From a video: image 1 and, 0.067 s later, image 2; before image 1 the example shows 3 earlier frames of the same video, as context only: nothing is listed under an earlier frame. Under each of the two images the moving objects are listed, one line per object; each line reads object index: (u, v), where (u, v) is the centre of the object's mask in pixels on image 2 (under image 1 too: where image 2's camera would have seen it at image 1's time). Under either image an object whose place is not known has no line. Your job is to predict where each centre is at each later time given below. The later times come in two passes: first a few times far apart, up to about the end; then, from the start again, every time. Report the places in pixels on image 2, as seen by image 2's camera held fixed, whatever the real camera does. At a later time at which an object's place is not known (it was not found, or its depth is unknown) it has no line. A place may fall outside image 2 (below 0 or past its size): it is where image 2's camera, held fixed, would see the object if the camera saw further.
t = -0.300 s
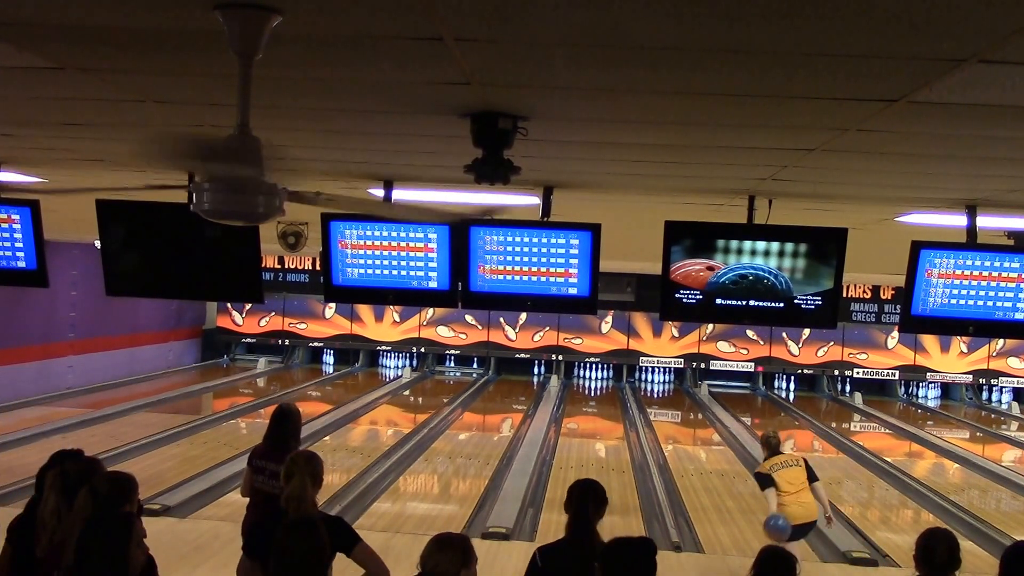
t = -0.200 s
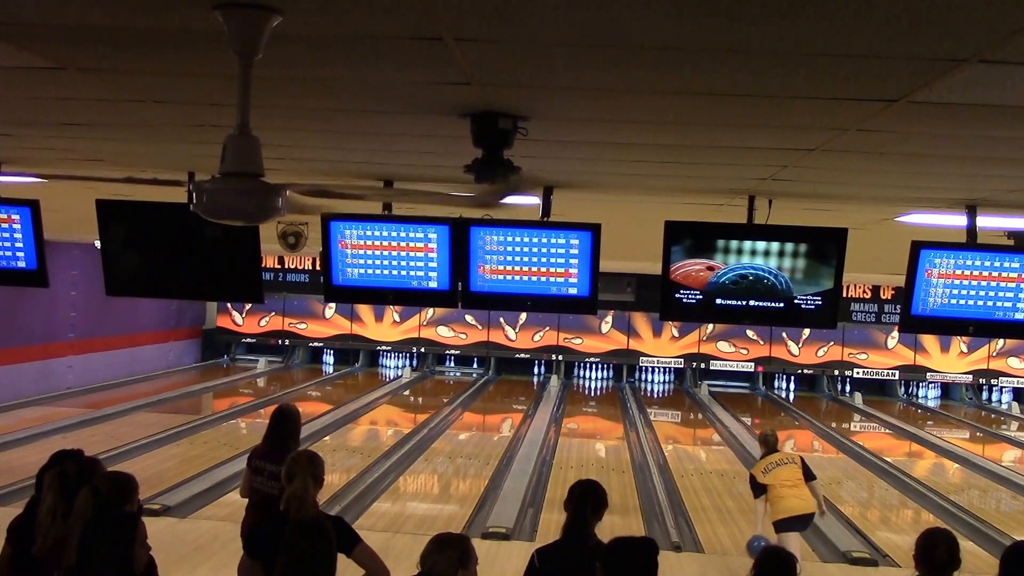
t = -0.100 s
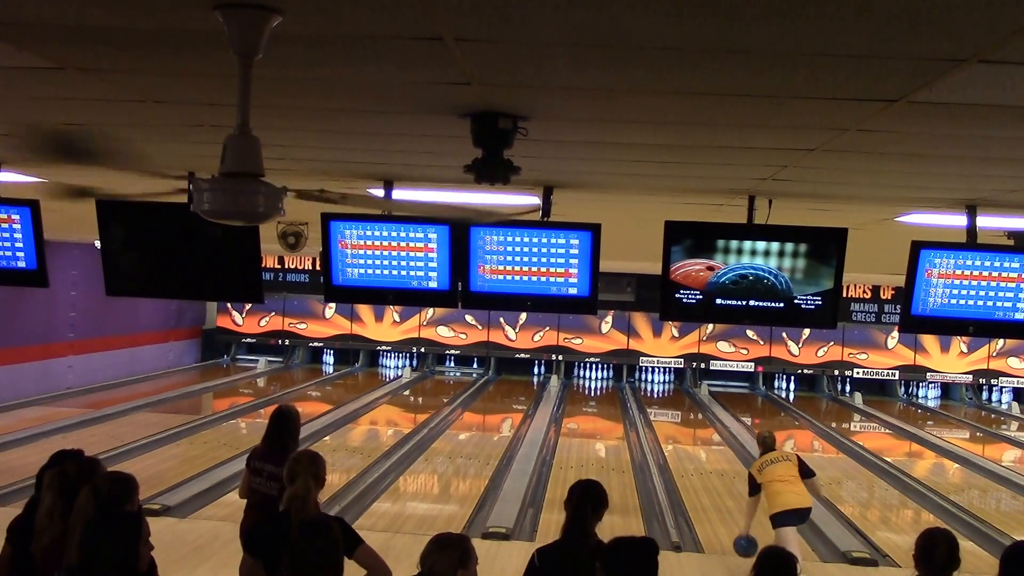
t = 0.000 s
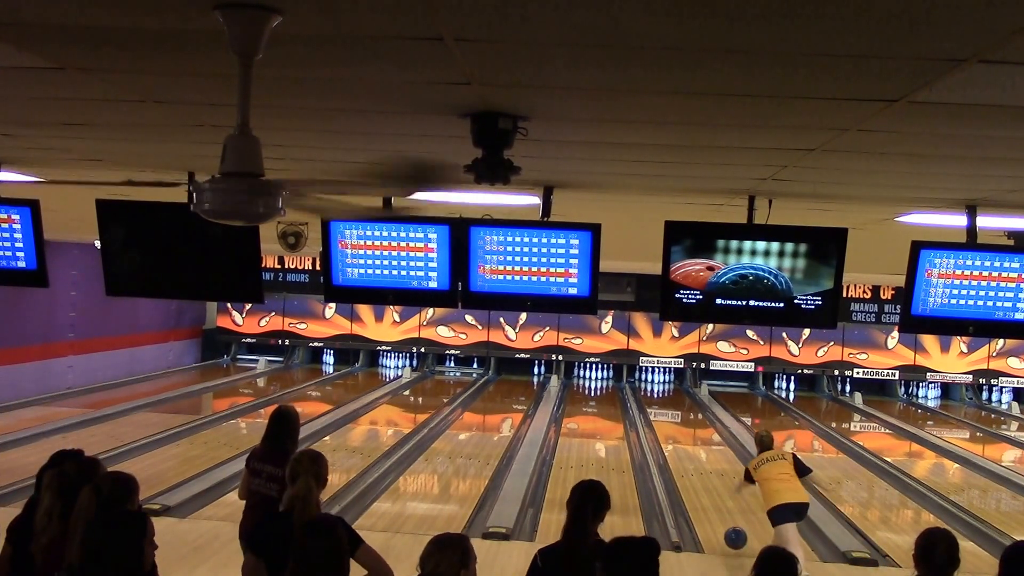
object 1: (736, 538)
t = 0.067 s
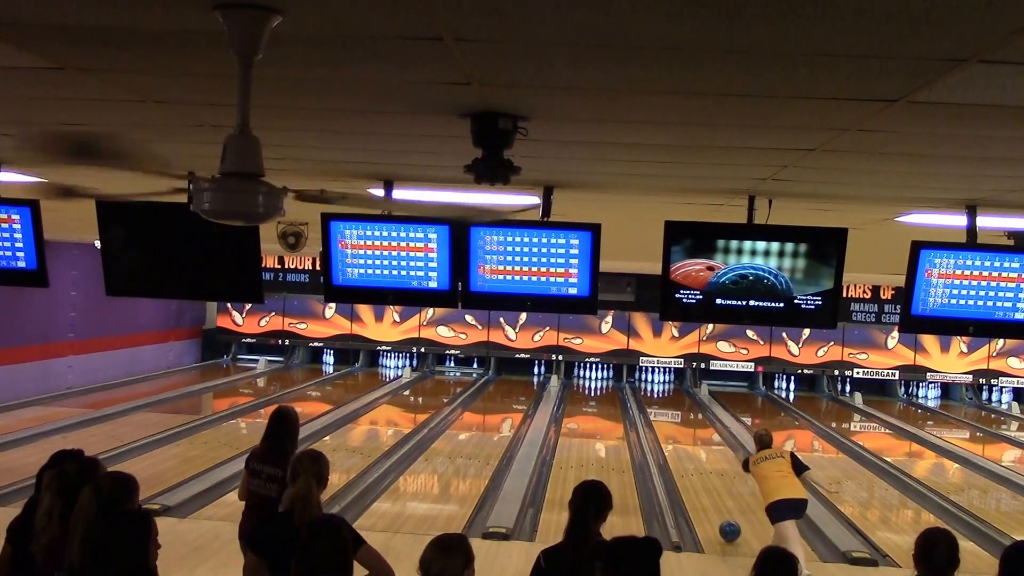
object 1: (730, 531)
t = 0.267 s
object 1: (715, 506)
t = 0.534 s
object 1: (702, 478)
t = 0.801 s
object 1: (691, 456)
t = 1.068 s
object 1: (682, 439)
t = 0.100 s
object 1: (727, 526)
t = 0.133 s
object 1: (725, 522)
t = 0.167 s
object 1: (722, 518)
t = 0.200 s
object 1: (720, 514)
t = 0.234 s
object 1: (718, 510)
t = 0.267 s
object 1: (715, 506)
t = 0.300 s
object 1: (714, 502)
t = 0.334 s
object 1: (712, 498)
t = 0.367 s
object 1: (710, 495)
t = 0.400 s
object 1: (708, 491)
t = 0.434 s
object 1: (707, 488)
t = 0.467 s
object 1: (705, 484)
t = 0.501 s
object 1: (703, 482)
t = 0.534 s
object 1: (702, 478)
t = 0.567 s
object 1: (700, 475)
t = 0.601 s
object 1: (699, 472)
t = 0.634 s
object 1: (698, 469)
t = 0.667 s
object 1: (696, 467)
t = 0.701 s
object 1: (695, 464)
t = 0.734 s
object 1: (693, 462)
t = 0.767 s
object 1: (692, 459)
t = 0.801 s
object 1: (691, 456)
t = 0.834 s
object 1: (690, 454)
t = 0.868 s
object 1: (689, 452)
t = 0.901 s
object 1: (687, 450)
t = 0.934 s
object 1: (686, 447)
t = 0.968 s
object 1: (685, 445)
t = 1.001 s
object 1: (684, 443)
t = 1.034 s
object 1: (683, 442)
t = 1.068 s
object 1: (682, 439)
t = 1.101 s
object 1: (682, 438)
